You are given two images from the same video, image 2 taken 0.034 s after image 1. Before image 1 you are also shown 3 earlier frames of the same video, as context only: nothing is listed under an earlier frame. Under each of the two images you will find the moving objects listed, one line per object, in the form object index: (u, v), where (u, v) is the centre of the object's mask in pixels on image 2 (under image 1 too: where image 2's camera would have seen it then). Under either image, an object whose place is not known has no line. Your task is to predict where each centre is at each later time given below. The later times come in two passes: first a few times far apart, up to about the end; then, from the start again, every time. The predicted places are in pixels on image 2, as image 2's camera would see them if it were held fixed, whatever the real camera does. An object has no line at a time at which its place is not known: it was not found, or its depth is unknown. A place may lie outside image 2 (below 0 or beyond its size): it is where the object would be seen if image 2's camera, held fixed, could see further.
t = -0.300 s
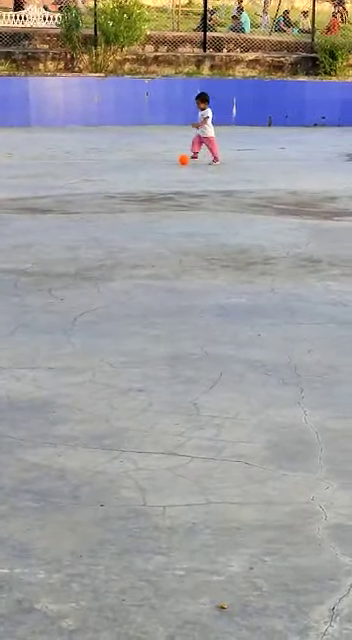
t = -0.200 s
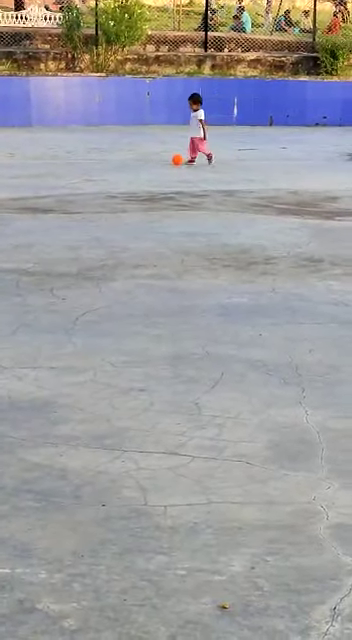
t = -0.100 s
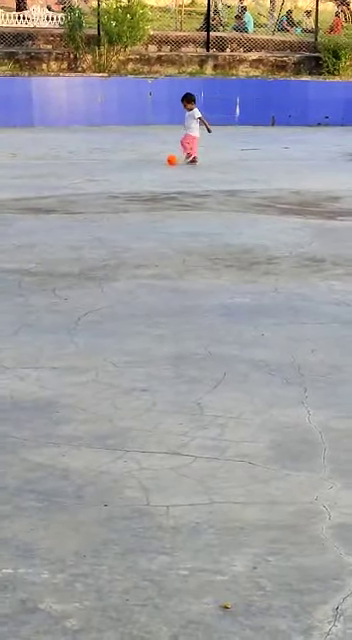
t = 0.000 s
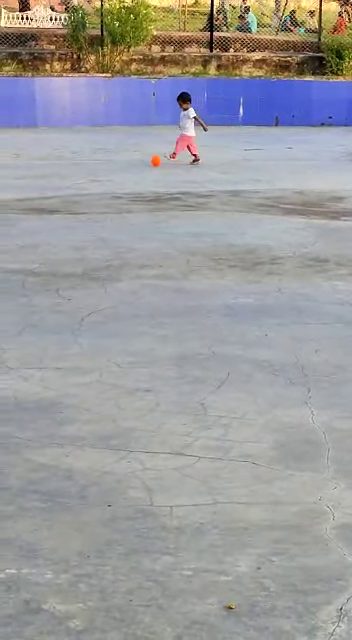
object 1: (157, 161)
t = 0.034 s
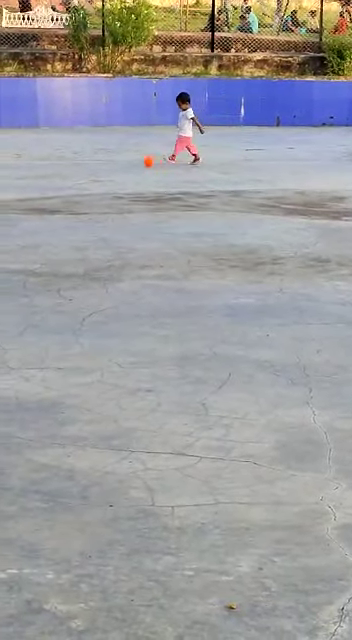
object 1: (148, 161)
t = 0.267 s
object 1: (100, 164)
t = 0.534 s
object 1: (44, 165)
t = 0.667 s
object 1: (17, 165)
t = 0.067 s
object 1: (141, 161)
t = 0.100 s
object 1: (134, 161)
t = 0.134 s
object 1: (128, 162)
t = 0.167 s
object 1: (120, 163)
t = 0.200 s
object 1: (113, 163)
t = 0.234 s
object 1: (107, 163)
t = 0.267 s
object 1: (100, 164)
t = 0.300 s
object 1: (92, 164)
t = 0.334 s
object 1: (85, 163)
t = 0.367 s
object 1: (79, 164)
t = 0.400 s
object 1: (72, 165)
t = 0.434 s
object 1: (65, 164)
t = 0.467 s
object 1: (58, 164)
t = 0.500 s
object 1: (51, 165)
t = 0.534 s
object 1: (44, 165)
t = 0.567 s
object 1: (37, 166)
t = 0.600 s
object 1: (30, 165)
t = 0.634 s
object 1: (24, 165)
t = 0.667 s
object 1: (17, 165)
